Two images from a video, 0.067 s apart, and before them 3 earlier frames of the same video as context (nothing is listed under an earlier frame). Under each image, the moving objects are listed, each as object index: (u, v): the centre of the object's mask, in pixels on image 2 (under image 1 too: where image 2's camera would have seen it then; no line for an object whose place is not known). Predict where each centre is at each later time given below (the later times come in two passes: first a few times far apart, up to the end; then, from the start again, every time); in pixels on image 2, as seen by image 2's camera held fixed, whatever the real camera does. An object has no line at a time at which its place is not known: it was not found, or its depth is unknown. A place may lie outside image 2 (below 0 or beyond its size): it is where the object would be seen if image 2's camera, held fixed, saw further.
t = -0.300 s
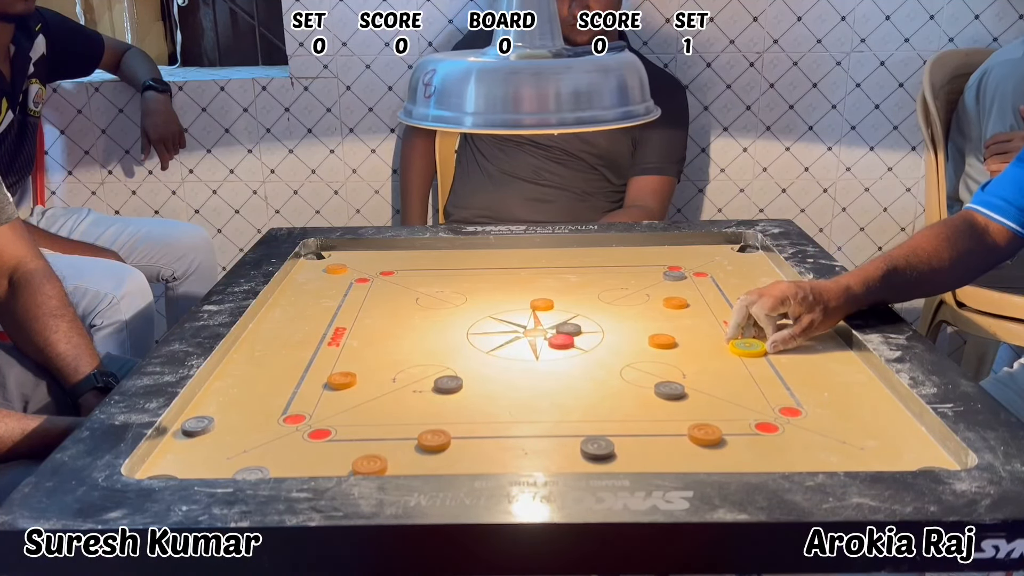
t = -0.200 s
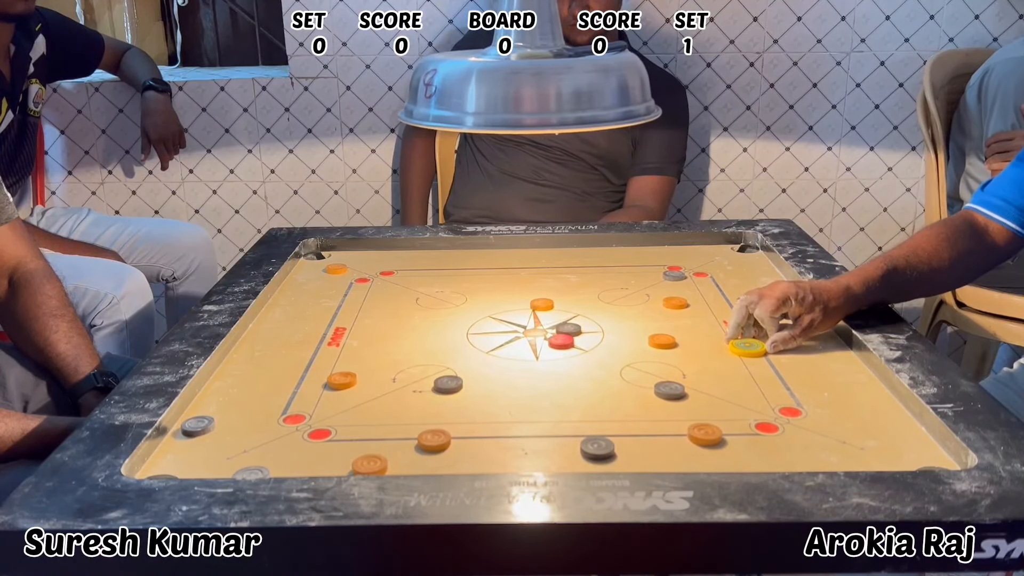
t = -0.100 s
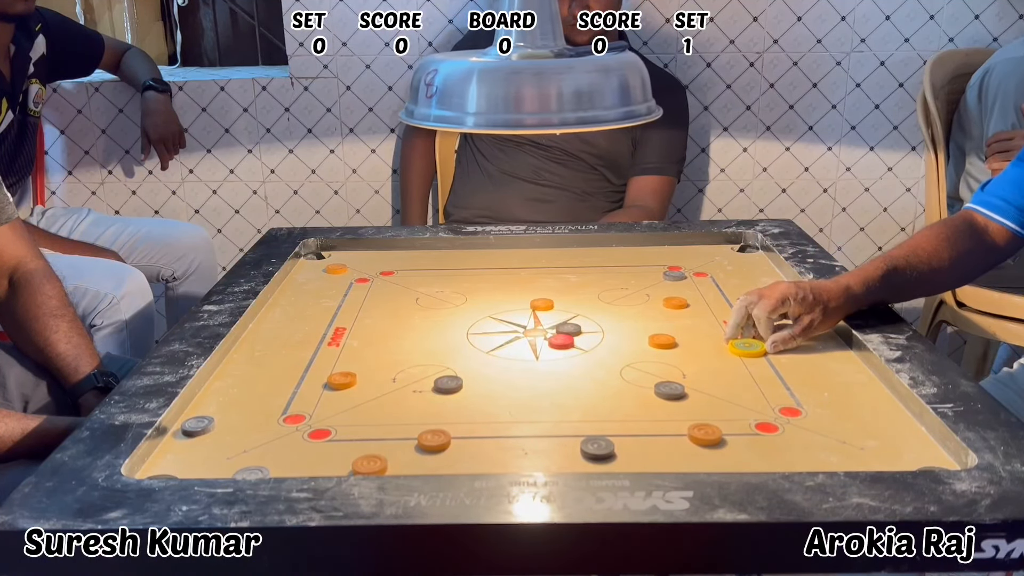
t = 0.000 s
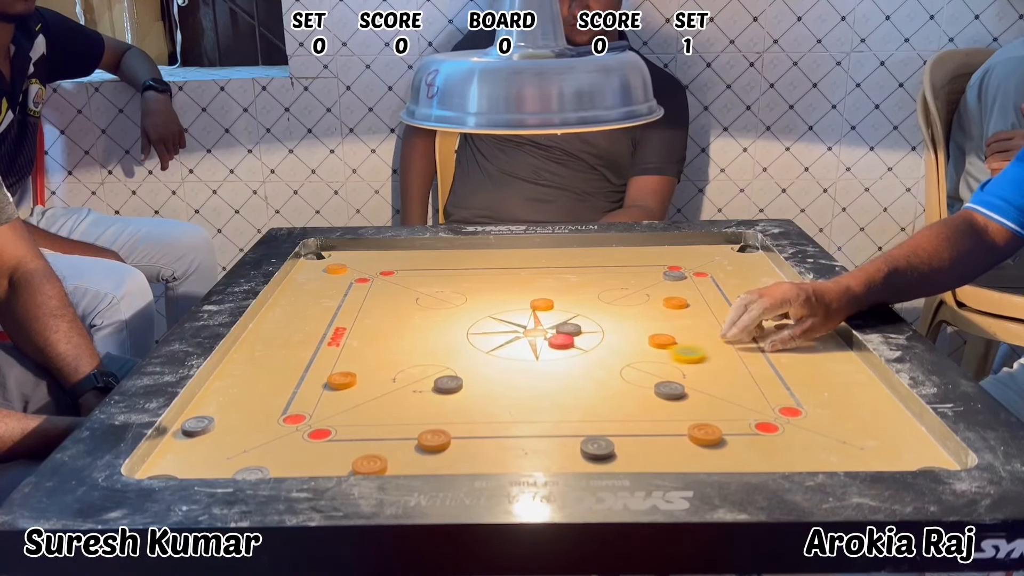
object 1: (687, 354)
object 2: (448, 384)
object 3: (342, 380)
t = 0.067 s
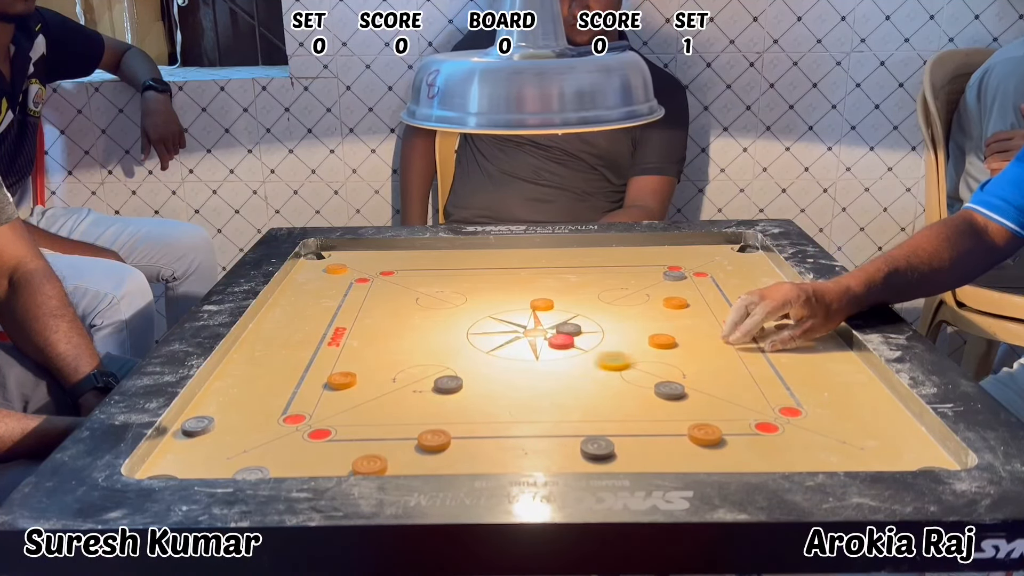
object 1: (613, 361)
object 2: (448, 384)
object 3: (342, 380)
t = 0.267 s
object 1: (427, 373)
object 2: (380, 408)
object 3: (342, 380)
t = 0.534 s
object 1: (322, 363)
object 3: (284, 396)
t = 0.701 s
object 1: (297, 358)
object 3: (261, 401)
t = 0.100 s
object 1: (578, 364)
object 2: (448, 384)
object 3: (342, 380)
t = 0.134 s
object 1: (540, 368)
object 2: (448, 384)
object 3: (342, 380)
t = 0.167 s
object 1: (505, 371)
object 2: (448, 384)
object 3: (342, 380)
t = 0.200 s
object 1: (472, 374)
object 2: (446, 385)
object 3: (342, 380)
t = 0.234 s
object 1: (449, 373)
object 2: (414, 396)
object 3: (342, 380)
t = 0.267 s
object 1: (427, 373)
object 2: (380, 408)
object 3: (342, 380)
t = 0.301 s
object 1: (408, 372)
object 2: (347, 419)
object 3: (342, 380)
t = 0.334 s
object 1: (388, 372)
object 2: (313, 431)
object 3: (342, 380)
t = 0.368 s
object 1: (372, 371)
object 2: (279, 442)
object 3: (342, 380)
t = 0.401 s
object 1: (359, 369)
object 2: (245, 453)
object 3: (329, 384)
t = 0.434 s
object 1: (348, 368)
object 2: (213, 464)
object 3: (315, 387)
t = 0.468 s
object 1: (338, 366)
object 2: (182, 471)
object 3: (304, 391)
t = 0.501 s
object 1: (330, 364)
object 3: (293, 393)
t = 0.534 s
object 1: (322, 363)
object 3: (284, 396)
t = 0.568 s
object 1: (316, 362)
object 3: (277, 398)
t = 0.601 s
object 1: (310, 361)
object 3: (270, 399)
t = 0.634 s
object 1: (305, 360)
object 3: (266, 401)
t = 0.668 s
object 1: (300, 359)
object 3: (263, 401)
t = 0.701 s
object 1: (297, 358)
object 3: (261, 401)
